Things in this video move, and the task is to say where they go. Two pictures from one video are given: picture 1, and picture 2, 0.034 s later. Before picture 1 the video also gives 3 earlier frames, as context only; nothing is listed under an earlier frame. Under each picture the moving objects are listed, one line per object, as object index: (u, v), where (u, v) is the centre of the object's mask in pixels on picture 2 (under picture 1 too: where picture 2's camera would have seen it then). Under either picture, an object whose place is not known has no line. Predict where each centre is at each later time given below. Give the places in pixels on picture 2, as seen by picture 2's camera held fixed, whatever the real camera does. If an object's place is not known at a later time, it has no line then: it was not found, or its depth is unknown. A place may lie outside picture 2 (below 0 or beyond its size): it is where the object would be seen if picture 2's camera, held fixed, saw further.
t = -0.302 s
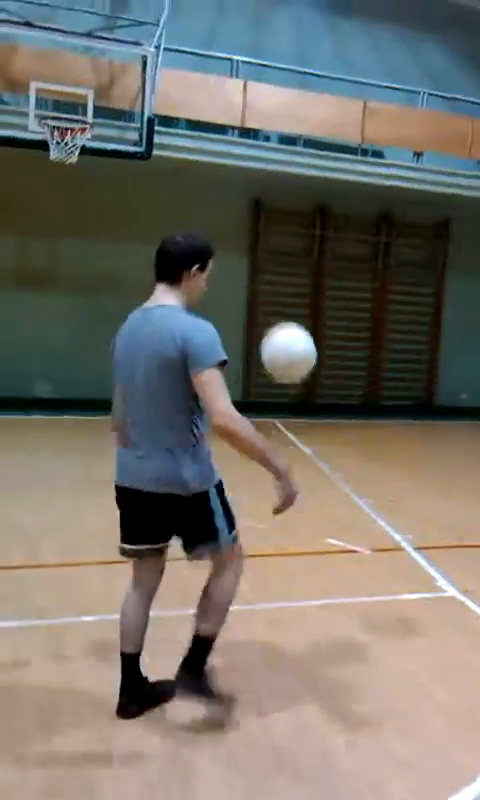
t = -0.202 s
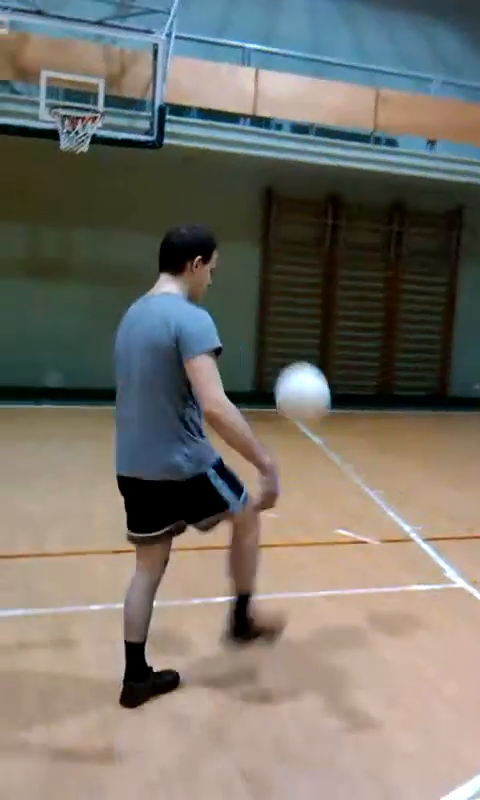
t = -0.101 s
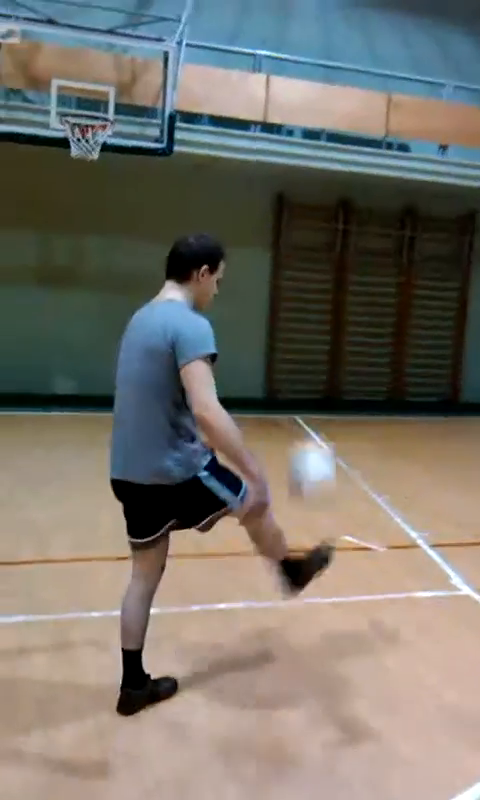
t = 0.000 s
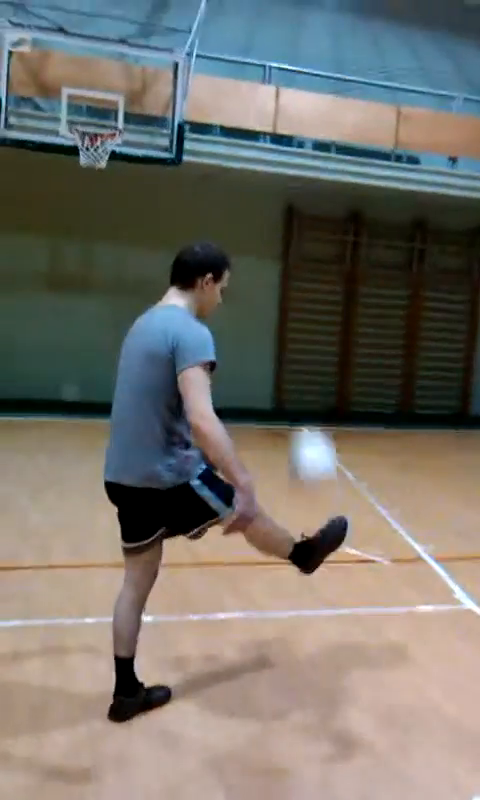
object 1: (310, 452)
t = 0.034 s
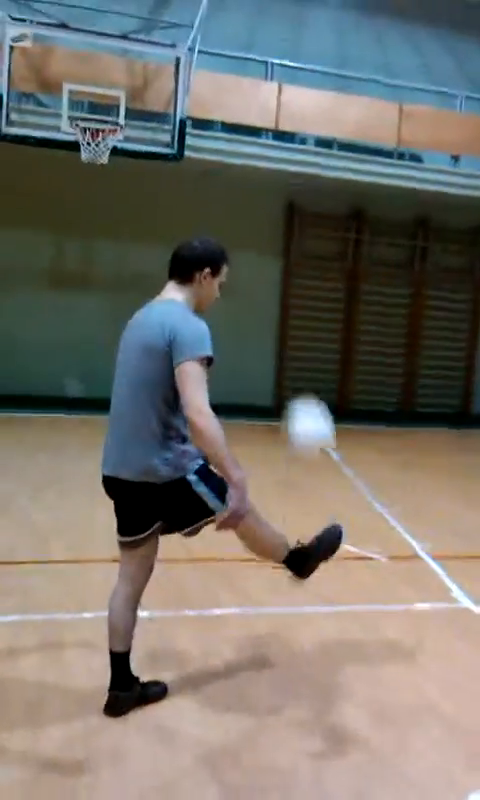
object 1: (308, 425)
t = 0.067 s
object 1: (305, 403)
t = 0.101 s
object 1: (302, 381)
